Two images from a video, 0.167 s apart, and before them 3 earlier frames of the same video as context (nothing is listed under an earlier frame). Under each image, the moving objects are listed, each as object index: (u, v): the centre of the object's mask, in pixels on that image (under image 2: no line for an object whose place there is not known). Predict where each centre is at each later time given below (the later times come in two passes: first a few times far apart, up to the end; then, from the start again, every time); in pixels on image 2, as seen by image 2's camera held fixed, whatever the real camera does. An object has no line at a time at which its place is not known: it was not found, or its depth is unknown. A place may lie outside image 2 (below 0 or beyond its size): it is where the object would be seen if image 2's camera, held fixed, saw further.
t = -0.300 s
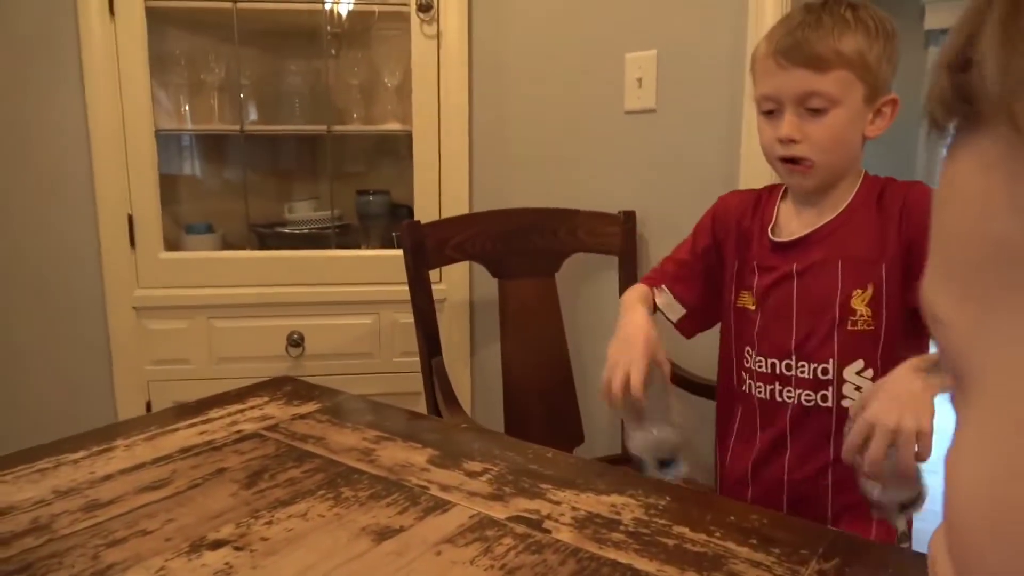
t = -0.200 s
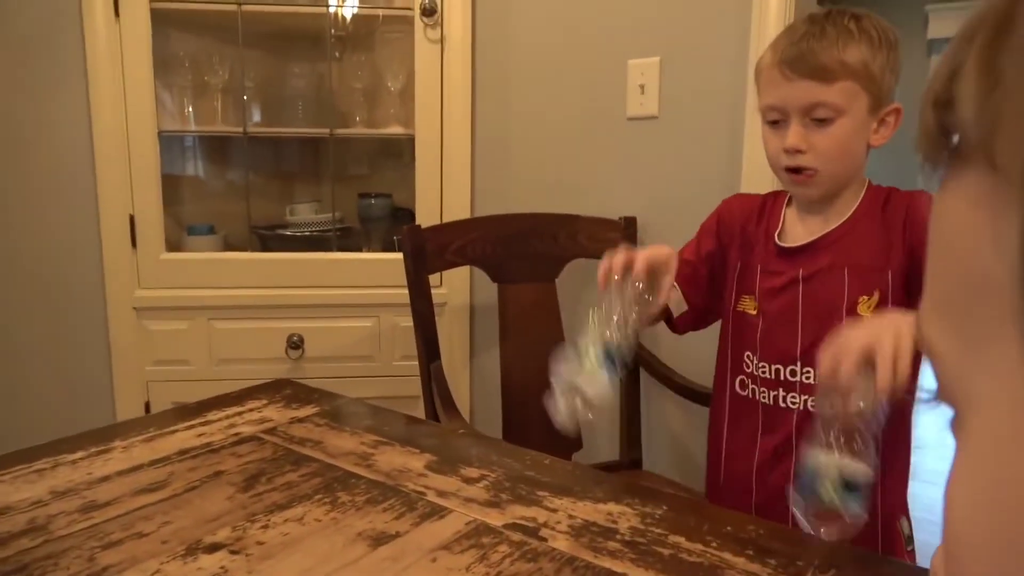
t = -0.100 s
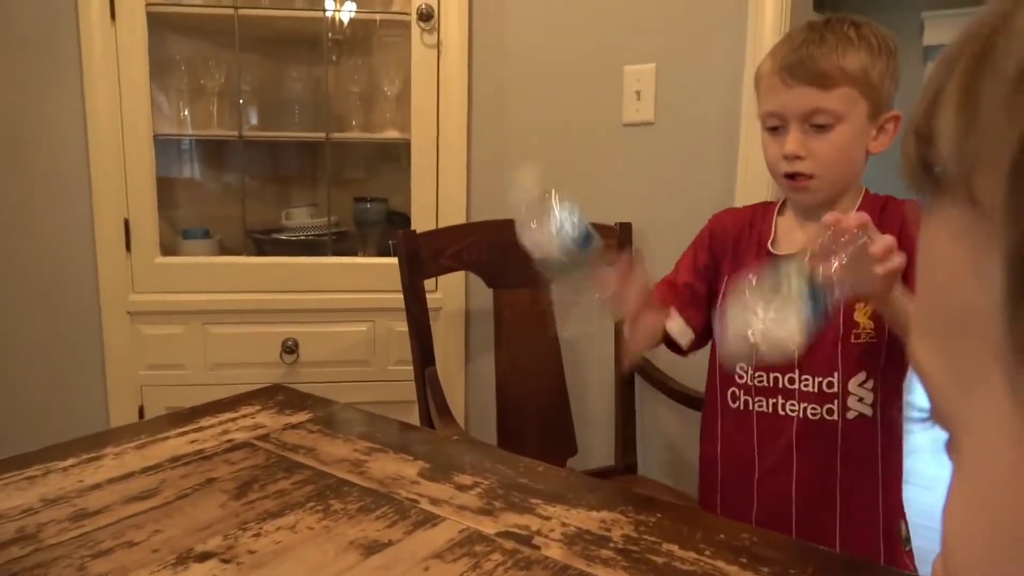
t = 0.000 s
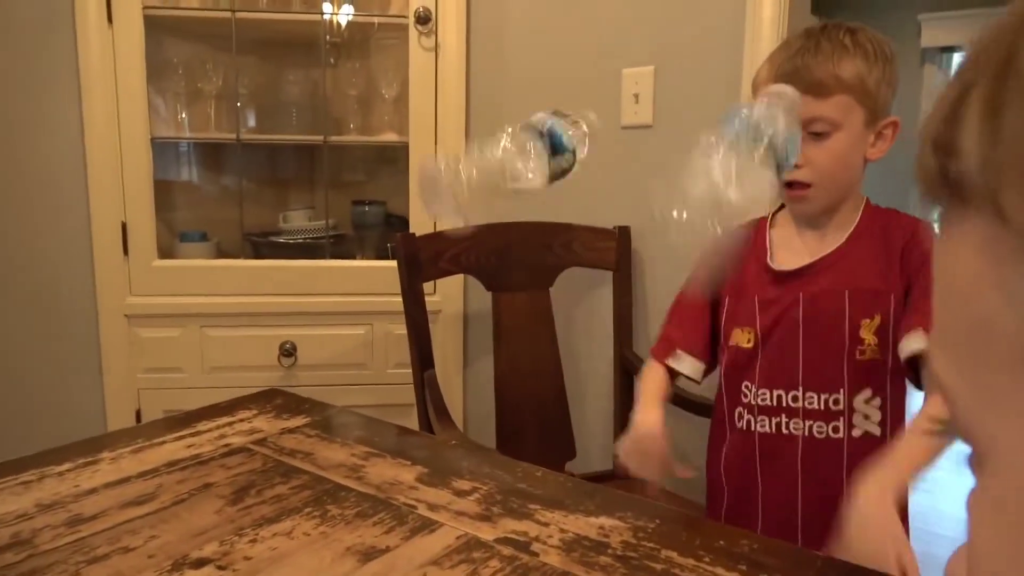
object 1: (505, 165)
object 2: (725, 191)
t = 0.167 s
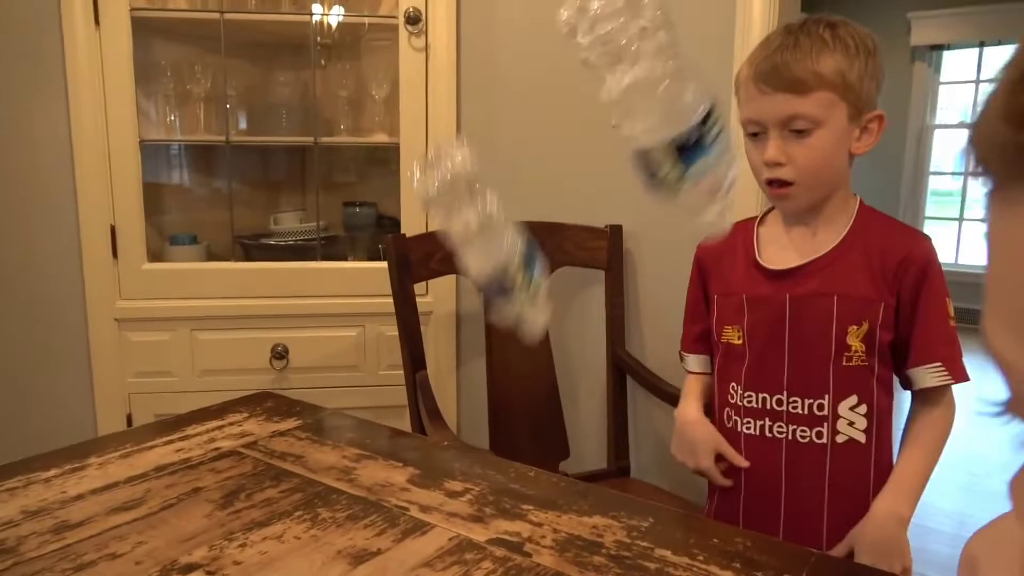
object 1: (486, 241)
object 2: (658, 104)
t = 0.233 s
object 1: (473, 362)
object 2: (618, 201)
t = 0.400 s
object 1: (394, 506)
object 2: (558, 540)
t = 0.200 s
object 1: (480, 297)
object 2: (637, 139)
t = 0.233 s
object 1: (473, 362)
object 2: (618, 201)
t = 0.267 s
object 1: (464, 396)
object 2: (594, 290)
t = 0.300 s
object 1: (446, 409)
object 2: (572, 386)
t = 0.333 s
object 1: (419, 439)
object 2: (553, 467)
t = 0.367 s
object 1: (402, 484)
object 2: (552, 493)
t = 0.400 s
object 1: (394, 506)
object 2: (558, 540)
